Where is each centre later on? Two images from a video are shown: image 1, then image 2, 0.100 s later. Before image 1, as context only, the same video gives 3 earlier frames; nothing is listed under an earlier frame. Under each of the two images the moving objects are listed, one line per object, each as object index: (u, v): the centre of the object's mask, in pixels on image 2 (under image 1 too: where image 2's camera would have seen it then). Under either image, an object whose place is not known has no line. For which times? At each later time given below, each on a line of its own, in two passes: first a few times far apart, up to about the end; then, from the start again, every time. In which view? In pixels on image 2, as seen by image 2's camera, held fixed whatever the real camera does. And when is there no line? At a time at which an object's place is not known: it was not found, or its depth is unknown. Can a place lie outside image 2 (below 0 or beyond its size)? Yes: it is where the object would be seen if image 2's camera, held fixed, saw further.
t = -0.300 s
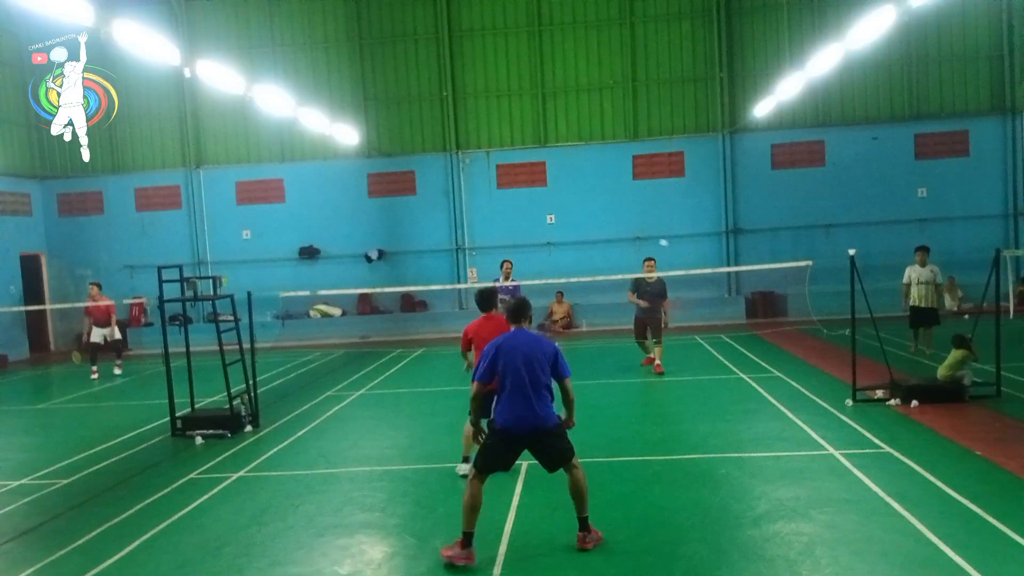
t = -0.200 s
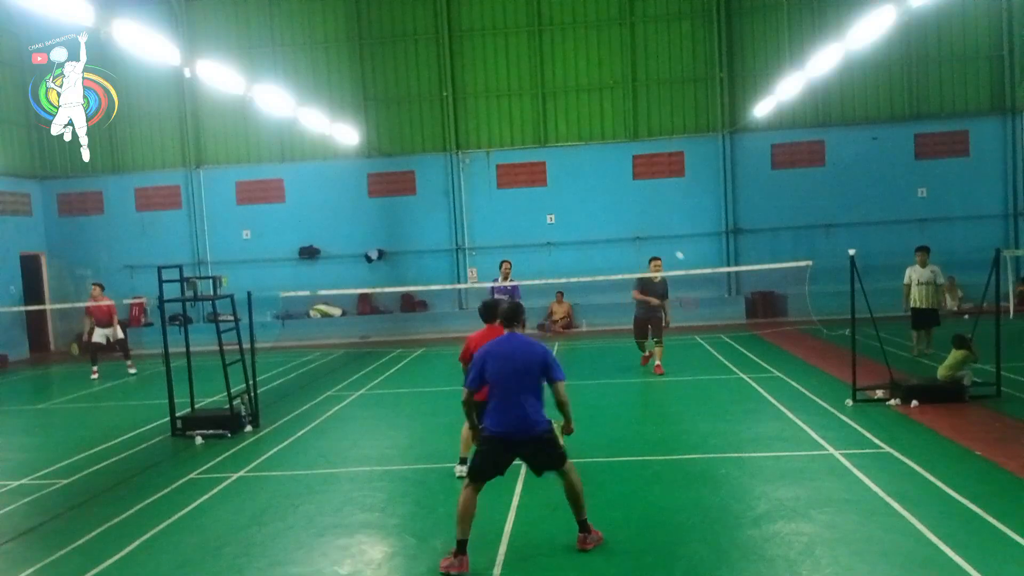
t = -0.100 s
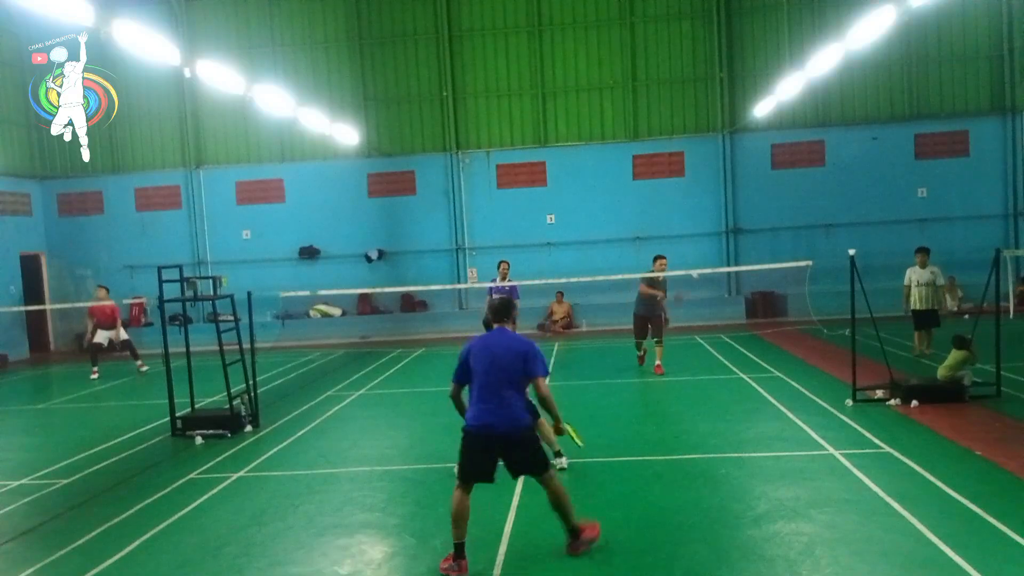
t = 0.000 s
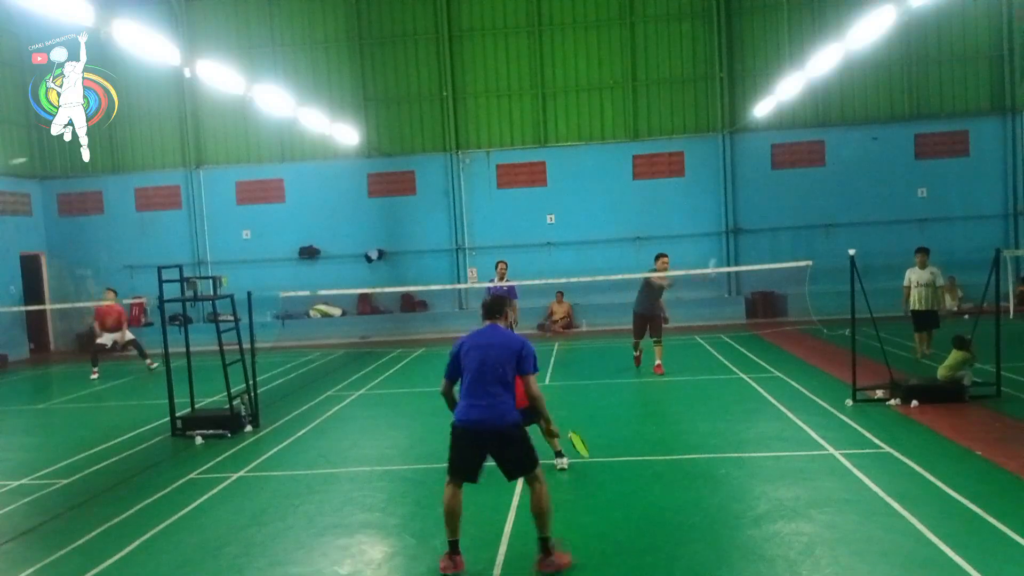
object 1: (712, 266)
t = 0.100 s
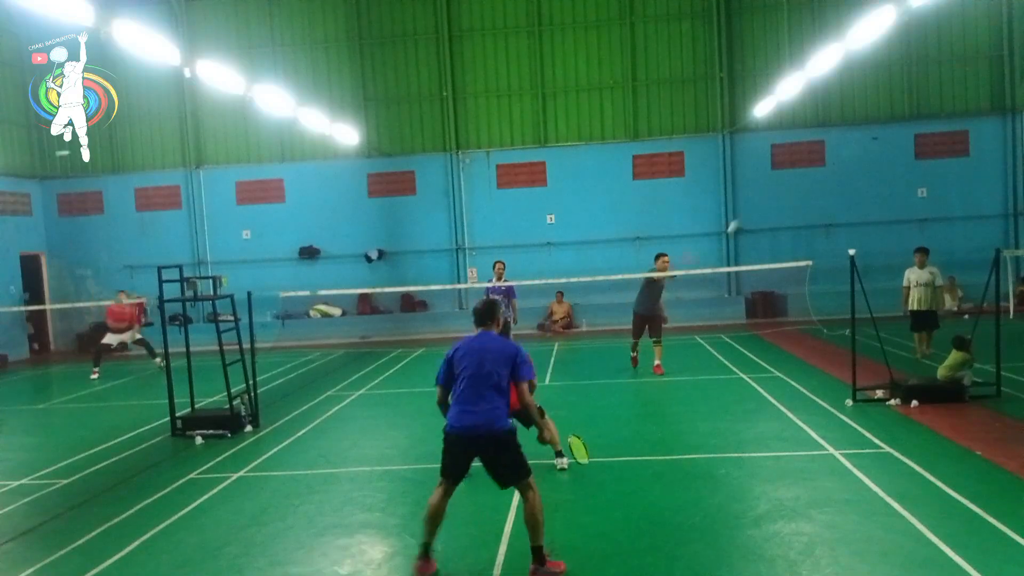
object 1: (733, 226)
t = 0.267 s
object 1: (768, 184)
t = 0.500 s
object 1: (819, 177)
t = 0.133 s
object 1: (740, 217)
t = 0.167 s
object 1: (747, 206)
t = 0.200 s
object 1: (754, 198)
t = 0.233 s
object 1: (761, 190)
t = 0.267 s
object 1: (768, 184)
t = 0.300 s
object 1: (775, 178)
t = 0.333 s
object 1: (781, 175)
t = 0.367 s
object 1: (789, 173)
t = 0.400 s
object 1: (796, 172)
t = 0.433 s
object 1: (804, 173)
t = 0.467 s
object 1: (811, 174)
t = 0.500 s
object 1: (819, 177)
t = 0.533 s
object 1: (826, 183)
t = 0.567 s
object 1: (834, 191)
